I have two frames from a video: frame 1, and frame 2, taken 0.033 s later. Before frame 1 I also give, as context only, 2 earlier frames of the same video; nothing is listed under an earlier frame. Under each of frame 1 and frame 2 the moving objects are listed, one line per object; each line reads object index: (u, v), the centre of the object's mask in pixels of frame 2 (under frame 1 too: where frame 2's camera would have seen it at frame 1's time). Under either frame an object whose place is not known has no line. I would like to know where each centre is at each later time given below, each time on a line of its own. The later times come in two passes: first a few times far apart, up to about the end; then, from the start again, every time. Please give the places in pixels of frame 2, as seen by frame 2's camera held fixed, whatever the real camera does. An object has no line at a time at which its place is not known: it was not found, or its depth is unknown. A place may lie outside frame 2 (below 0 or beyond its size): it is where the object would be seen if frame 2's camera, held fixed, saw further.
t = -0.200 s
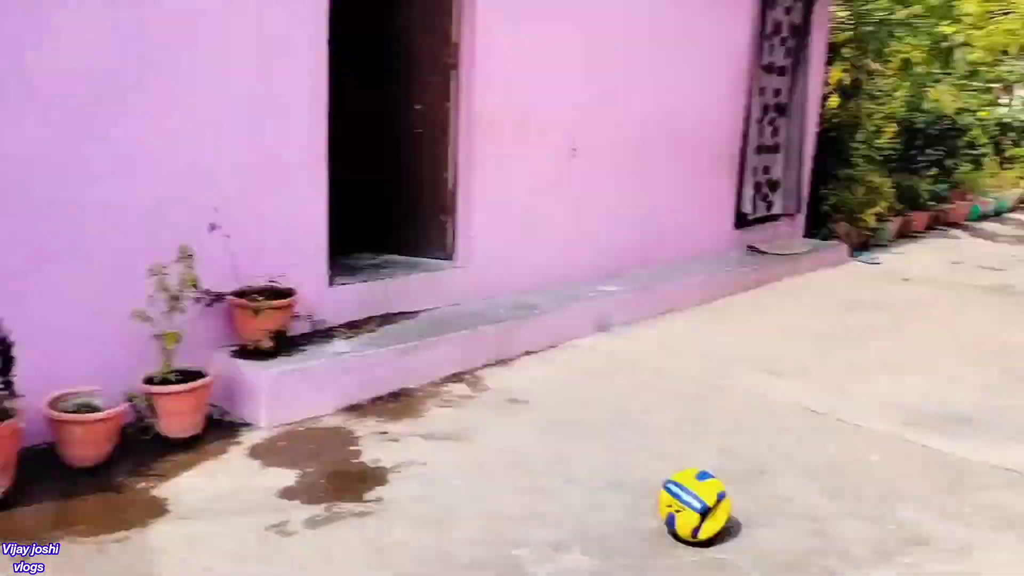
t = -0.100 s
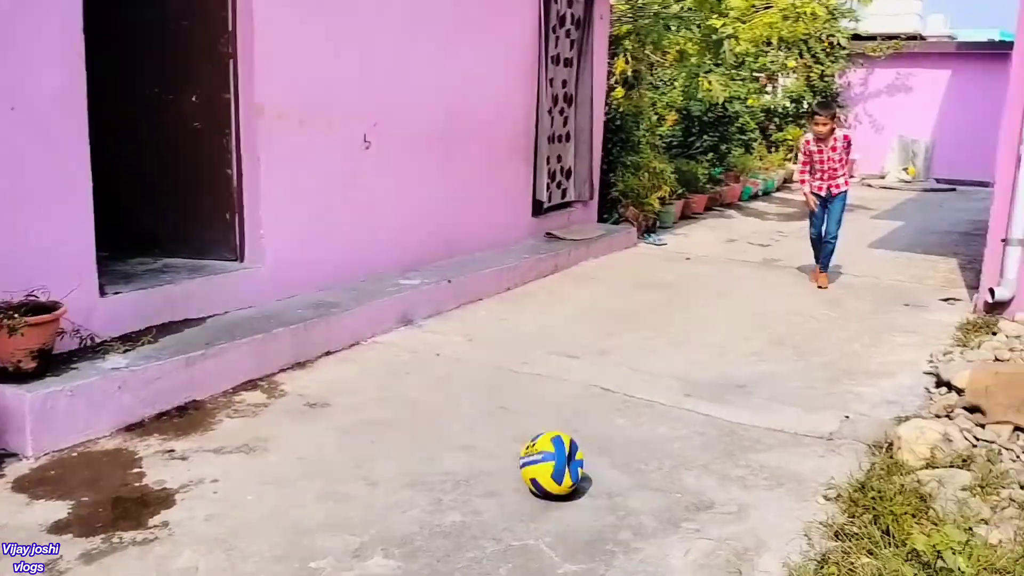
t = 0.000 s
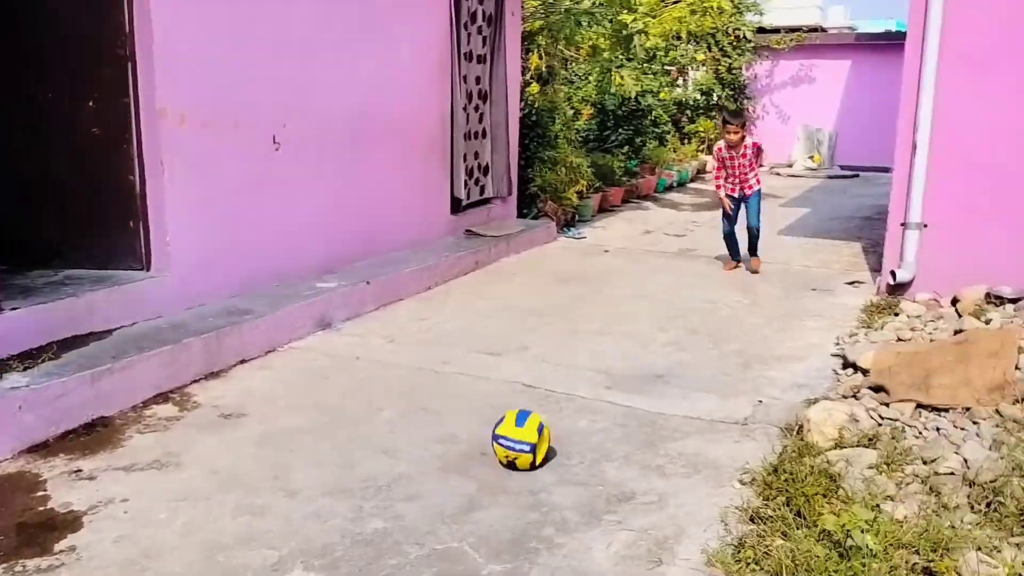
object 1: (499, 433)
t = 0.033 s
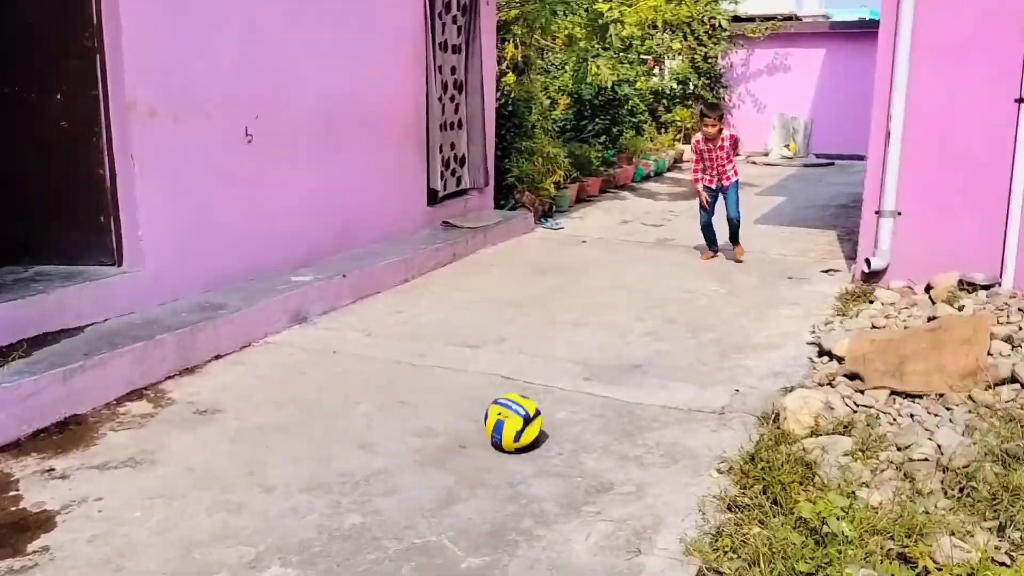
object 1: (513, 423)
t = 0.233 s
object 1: (579, 380)
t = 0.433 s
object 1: (622, 342)
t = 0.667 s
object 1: (658, 322)
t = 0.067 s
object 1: (526, 416)
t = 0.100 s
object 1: (538, 407)
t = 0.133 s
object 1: (548, 400)
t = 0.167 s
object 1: (559, 395)
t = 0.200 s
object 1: (569, 386)
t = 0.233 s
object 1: (579, 380)
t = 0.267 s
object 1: (588, 376)
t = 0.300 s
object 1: (596, 369)
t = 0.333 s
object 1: (603, 359)
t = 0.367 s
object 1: (609, 351)
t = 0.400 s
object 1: (616, 346)
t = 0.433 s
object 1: (622, 342)
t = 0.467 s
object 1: (629, 341)
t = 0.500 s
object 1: (635, 343)
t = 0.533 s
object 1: (640, 339)
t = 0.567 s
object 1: (644, 334)
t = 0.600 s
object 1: (649, 330)
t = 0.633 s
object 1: (654, 327)
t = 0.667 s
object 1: (658, 322)
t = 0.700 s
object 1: (663, 320)
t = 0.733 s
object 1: (667, 316)
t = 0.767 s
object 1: (672, 313)
